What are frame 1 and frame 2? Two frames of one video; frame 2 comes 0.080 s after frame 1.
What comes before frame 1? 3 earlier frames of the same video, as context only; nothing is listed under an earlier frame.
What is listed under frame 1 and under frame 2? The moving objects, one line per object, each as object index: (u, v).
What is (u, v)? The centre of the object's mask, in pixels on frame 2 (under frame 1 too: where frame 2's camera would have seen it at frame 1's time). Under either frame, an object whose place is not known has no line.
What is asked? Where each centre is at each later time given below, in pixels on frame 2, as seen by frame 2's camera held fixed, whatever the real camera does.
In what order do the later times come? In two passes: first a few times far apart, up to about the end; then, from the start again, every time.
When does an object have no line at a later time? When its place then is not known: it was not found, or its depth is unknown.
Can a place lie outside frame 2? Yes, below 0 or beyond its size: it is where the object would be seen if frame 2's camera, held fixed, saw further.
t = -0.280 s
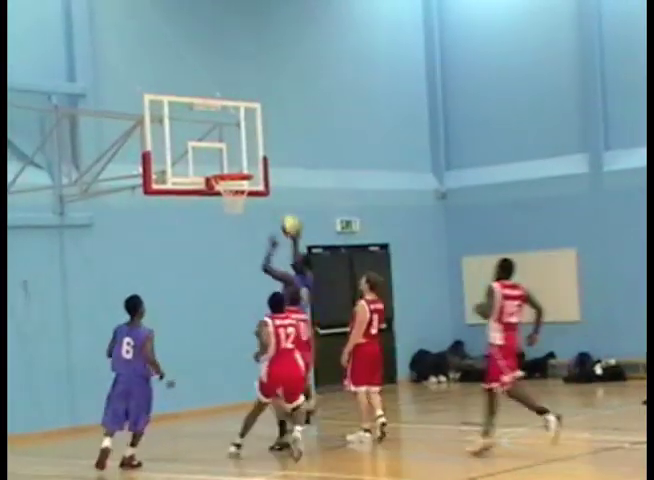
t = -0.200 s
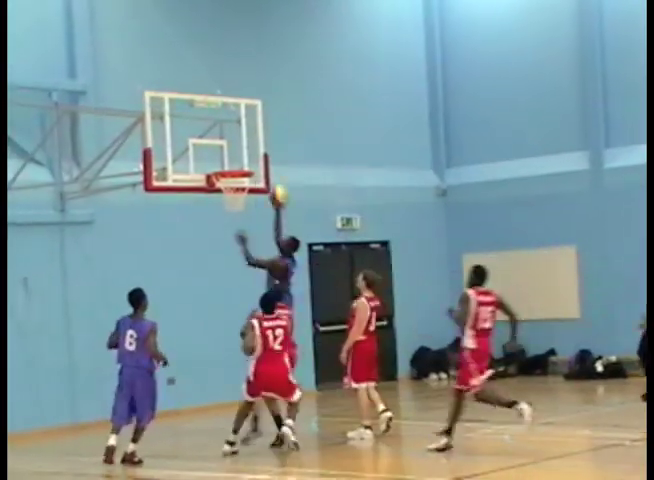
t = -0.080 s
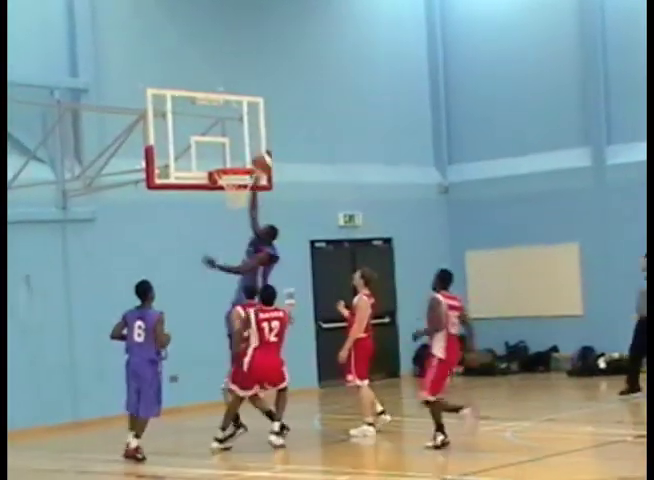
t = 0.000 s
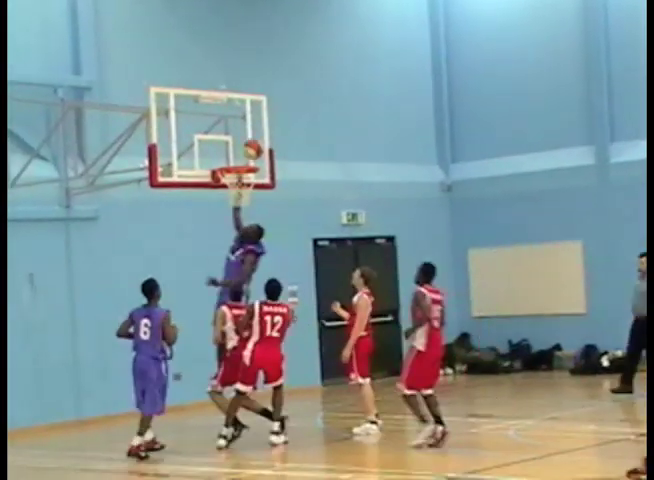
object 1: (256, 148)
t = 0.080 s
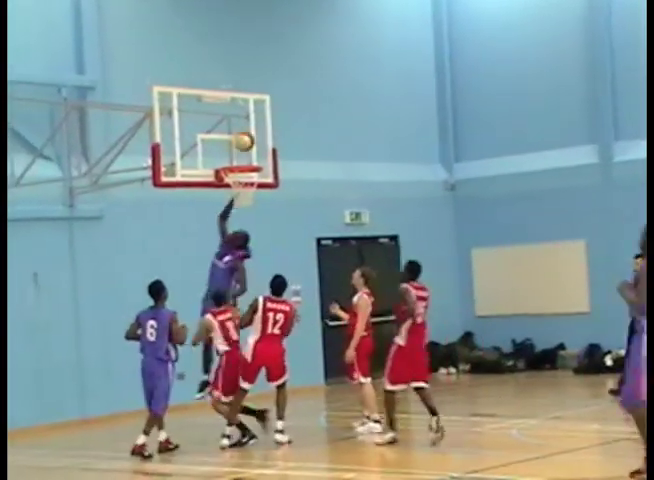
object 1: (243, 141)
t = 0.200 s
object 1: (238, 138)
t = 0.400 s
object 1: (239, 157)
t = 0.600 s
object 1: (241, 208)
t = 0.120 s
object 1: (238, 138)
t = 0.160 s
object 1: (238, 138)
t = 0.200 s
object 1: (238, 138)
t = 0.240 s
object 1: (238, 140)
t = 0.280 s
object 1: (238, 142)
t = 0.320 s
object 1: (238, 147)
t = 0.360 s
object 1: (238, 152)
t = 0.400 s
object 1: (239, 157)
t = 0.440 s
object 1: (240, 170)
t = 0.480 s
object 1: (241, 178)
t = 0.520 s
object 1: (239, 189)
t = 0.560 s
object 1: (241, 198)
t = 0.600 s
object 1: (241, 208)
